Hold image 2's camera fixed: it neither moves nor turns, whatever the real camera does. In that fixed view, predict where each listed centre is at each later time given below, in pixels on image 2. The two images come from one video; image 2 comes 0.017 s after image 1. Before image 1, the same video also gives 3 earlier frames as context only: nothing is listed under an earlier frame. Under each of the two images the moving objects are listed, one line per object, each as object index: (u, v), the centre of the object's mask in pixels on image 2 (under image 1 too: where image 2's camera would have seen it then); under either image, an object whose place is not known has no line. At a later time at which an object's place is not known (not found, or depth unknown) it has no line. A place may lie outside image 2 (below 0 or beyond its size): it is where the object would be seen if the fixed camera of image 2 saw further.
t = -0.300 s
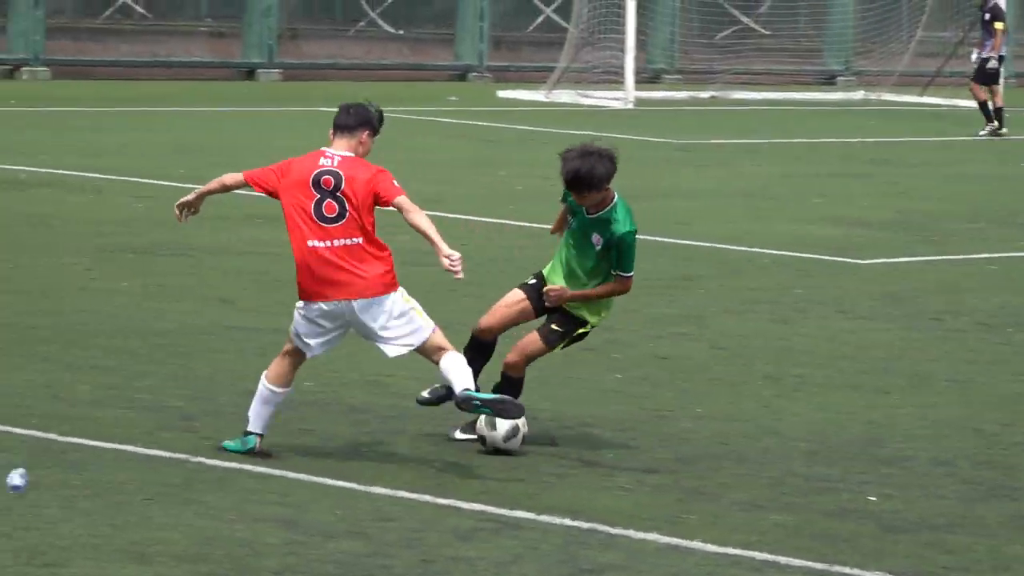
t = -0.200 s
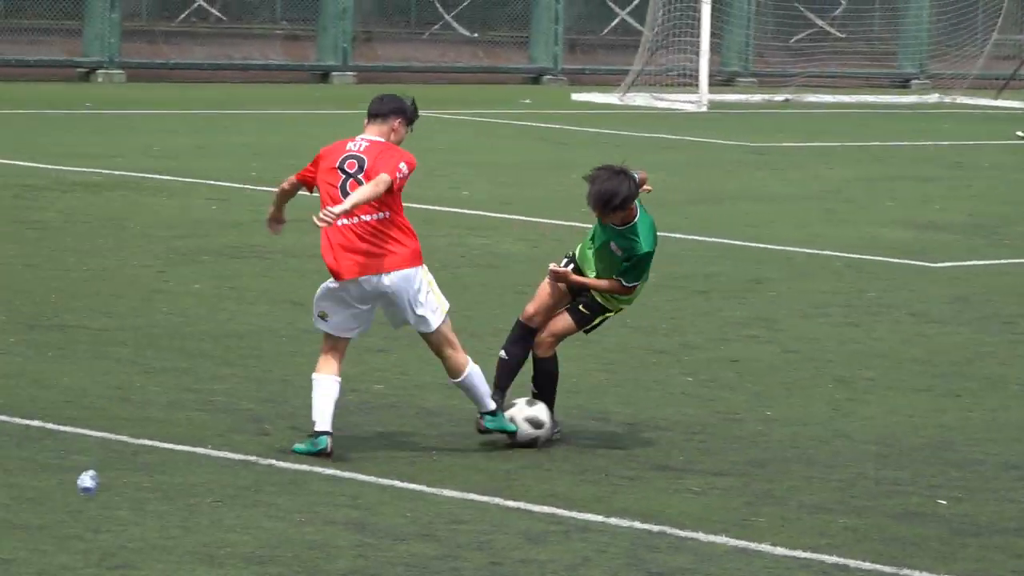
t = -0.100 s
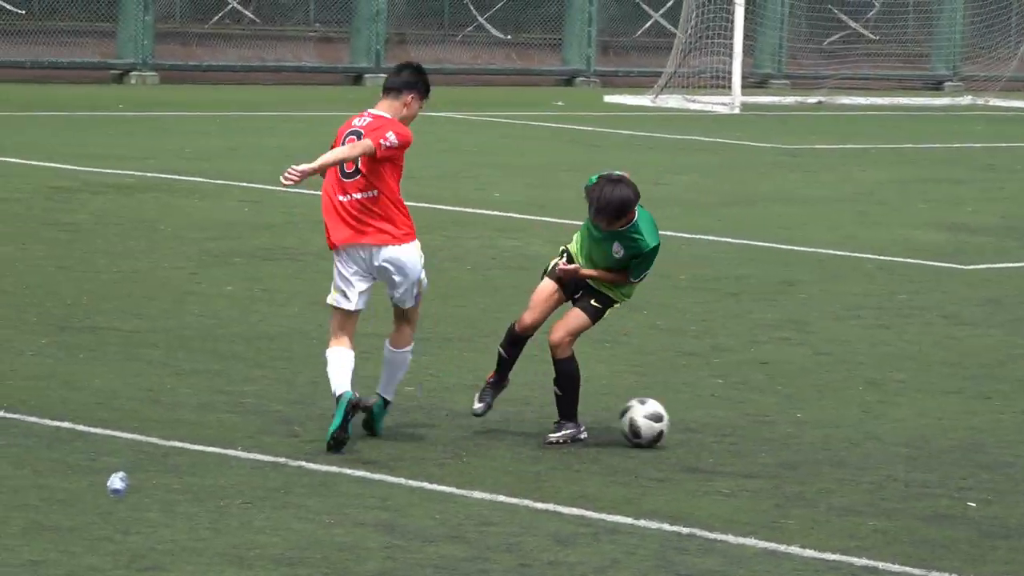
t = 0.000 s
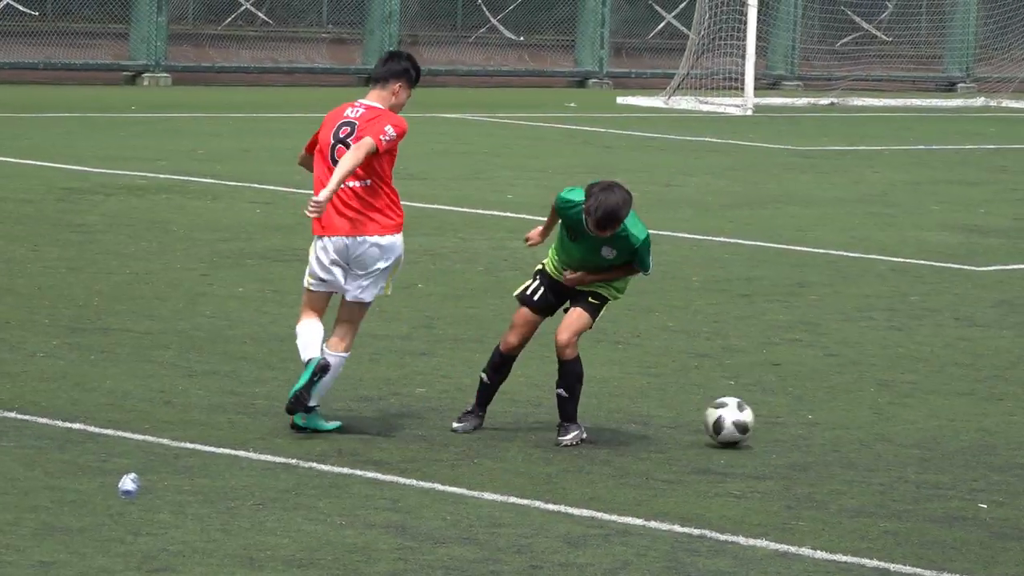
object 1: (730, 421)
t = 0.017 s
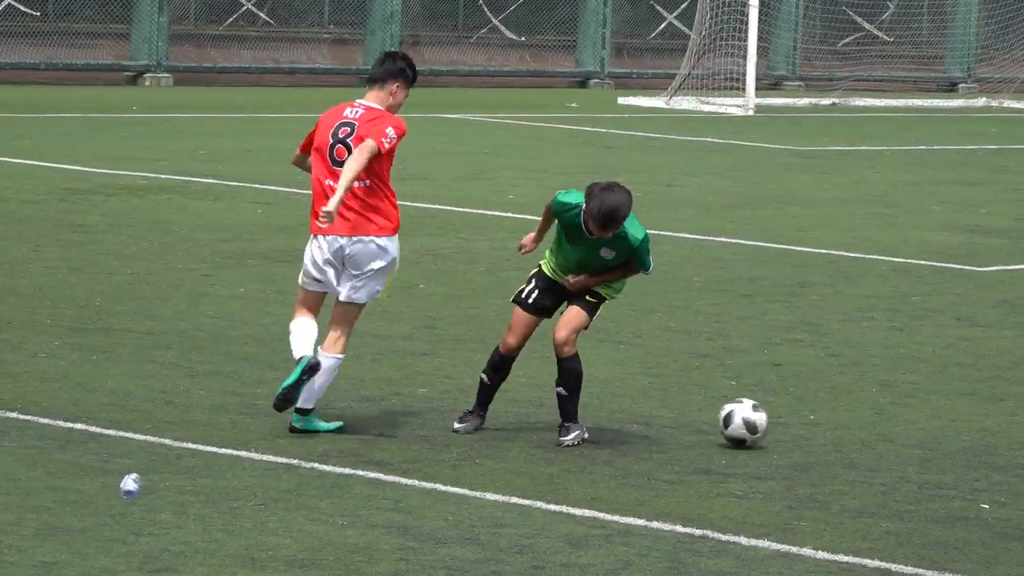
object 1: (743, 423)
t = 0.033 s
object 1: (754, 424)
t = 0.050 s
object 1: (765, 424)
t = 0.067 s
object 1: (774, 422)
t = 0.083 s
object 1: (784, 420)
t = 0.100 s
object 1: (793, 420)
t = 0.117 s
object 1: (802, 421)
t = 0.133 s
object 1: (811, 421)
